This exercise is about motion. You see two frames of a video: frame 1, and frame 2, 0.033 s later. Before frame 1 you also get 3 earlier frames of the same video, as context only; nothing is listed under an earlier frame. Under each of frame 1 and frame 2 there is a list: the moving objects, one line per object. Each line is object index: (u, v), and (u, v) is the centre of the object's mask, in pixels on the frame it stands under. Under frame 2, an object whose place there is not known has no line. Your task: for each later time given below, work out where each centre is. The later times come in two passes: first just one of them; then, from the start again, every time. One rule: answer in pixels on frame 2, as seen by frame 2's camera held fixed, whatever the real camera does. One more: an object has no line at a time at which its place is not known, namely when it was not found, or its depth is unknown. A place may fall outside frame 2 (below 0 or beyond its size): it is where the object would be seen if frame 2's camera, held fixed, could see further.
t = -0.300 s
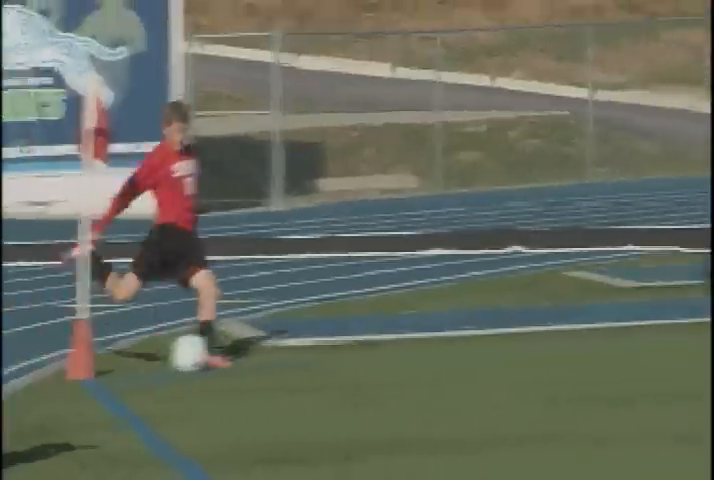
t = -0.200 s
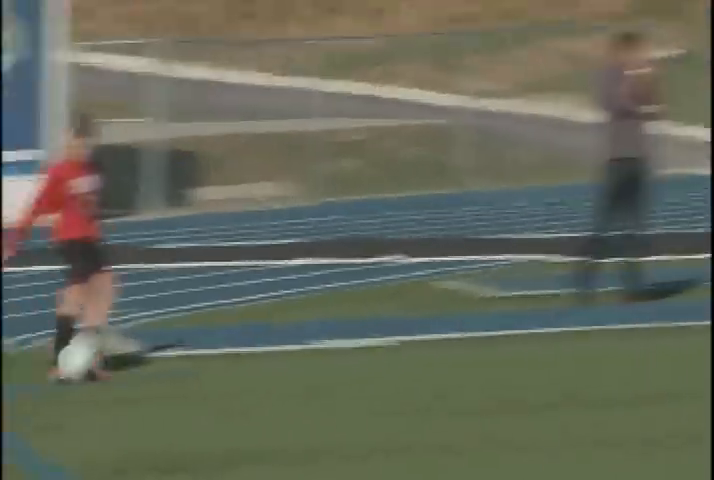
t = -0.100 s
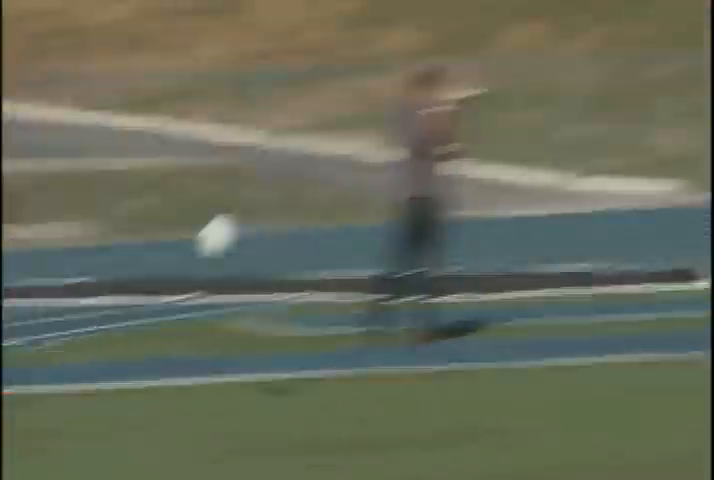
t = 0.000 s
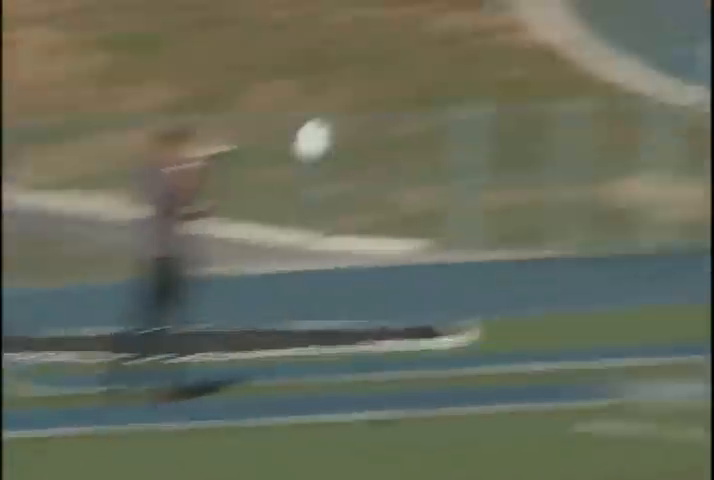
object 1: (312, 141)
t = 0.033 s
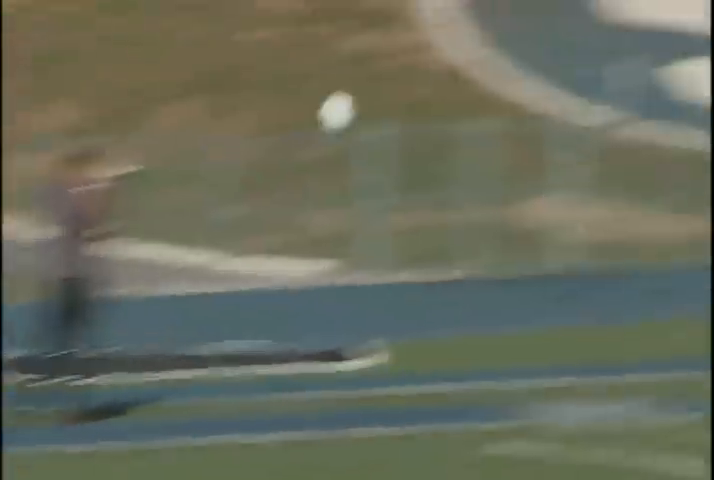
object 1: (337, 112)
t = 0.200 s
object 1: (939, -153)
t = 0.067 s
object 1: (451, 64)
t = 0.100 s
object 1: (568, 12)
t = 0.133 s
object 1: (687, -38)
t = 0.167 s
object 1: (810, -94)
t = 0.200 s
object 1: (939, -153)
